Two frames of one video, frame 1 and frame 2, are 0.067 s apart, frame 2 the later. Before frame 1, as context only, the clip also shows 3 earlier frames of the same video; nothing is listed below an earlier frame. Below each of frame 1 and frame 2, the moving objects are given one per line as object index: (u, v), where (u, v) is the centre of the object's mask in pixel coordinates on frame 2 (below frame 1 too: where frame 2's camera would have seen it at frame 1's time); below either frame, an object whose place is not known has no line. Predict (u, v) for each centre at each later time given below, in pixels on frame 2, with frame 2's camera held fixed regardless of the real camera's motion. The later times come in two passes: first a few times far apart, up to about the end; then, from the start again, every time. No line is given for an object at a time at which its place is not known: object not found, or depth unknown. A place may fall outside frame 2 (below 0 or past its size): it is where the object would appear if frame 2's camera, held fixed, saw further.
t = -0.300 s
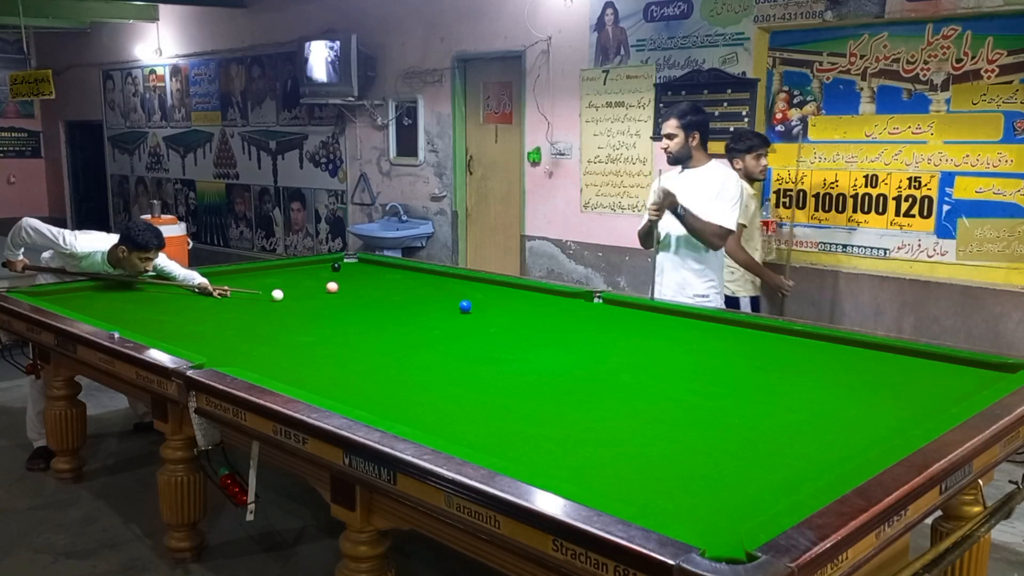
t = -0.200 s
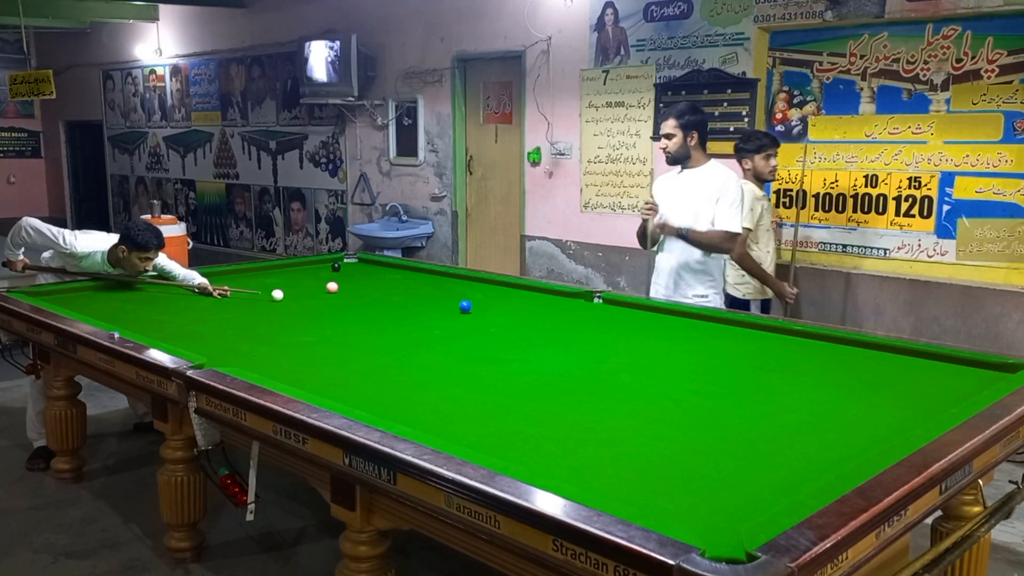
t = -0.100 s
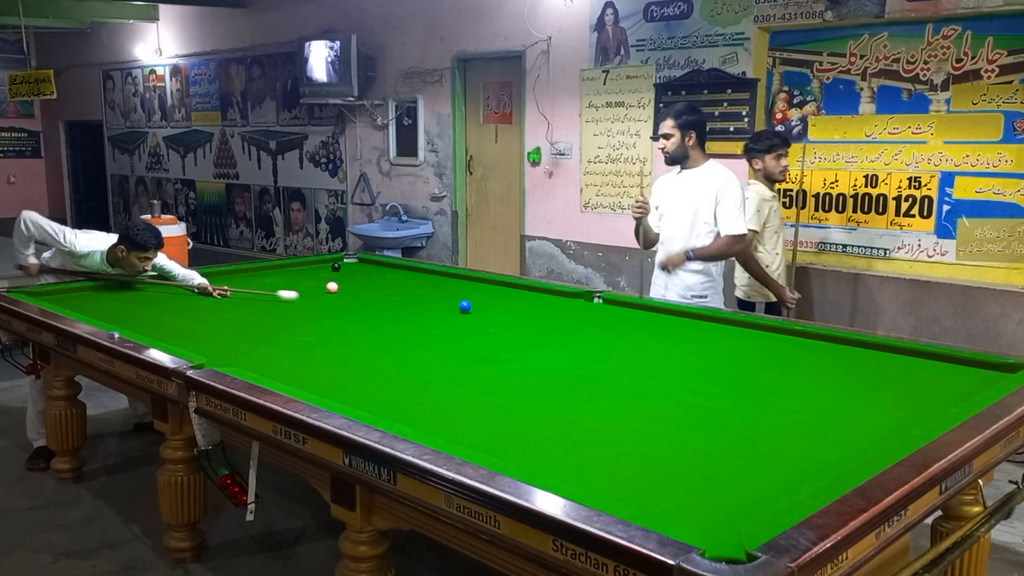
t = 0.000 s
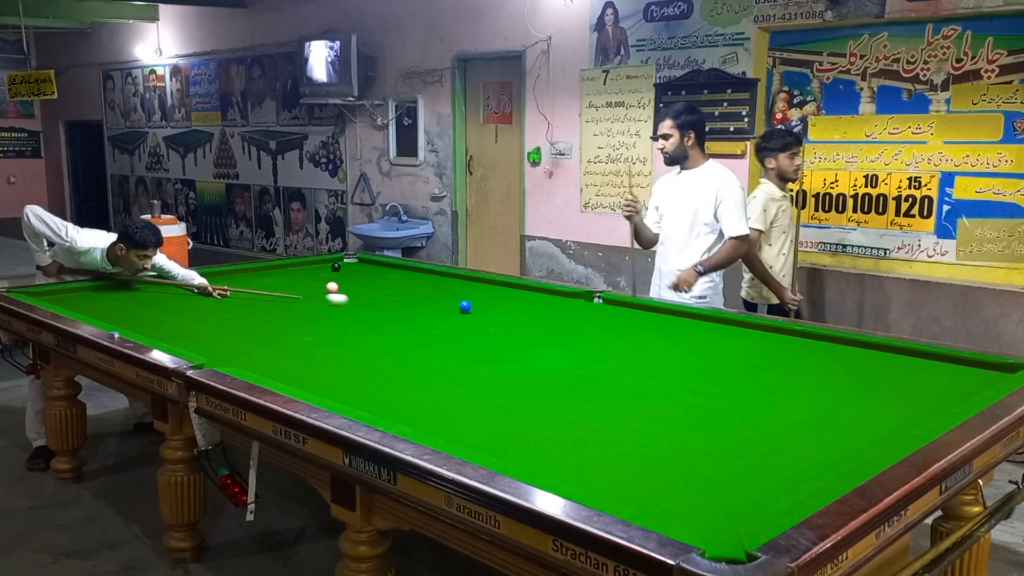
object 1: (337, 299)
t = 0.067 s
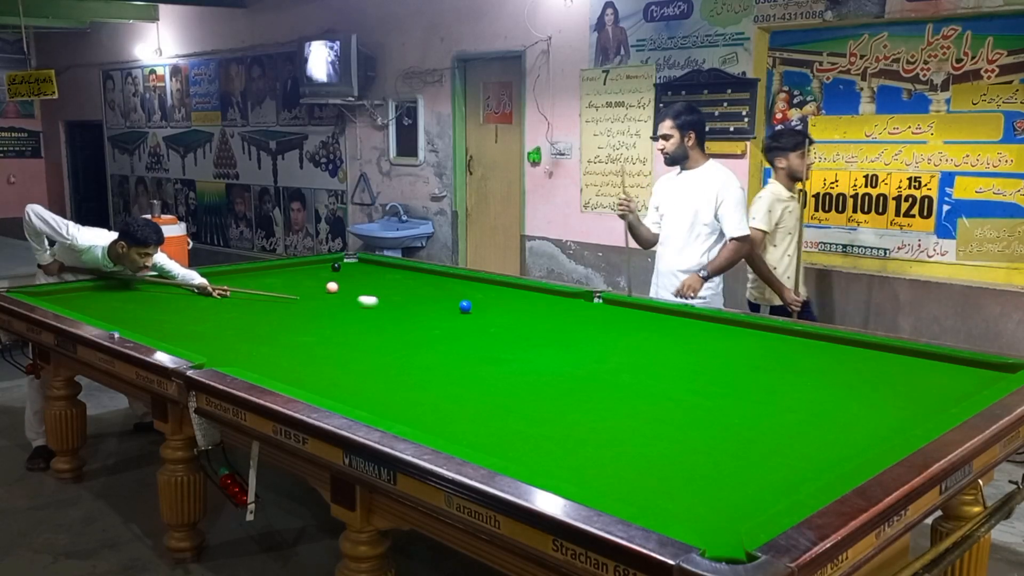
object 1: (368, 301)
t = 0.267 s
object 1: (454, 307)
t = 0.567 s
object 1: (523, 325)
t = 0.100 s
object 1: (382, 302)
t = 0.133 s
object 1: (397, 303)
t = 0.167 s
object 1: (412, 304)
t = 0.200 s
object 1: (427, 305)
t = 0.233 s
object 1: (442, 306)
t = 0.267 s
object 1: (454, 307)
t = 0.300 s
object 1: (460, 309)
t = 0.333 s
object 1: (467, 312)
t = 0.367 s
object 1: (473, 313)
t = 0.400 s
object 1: (481, 316)
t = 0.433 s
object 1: (489, 317)
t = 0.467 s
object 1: (497, 319)
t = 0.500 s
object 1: (506, 321)
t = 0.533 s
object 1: (514, 323)
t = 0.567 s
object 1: (523, 325)
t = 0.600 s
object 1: (531, 328)
